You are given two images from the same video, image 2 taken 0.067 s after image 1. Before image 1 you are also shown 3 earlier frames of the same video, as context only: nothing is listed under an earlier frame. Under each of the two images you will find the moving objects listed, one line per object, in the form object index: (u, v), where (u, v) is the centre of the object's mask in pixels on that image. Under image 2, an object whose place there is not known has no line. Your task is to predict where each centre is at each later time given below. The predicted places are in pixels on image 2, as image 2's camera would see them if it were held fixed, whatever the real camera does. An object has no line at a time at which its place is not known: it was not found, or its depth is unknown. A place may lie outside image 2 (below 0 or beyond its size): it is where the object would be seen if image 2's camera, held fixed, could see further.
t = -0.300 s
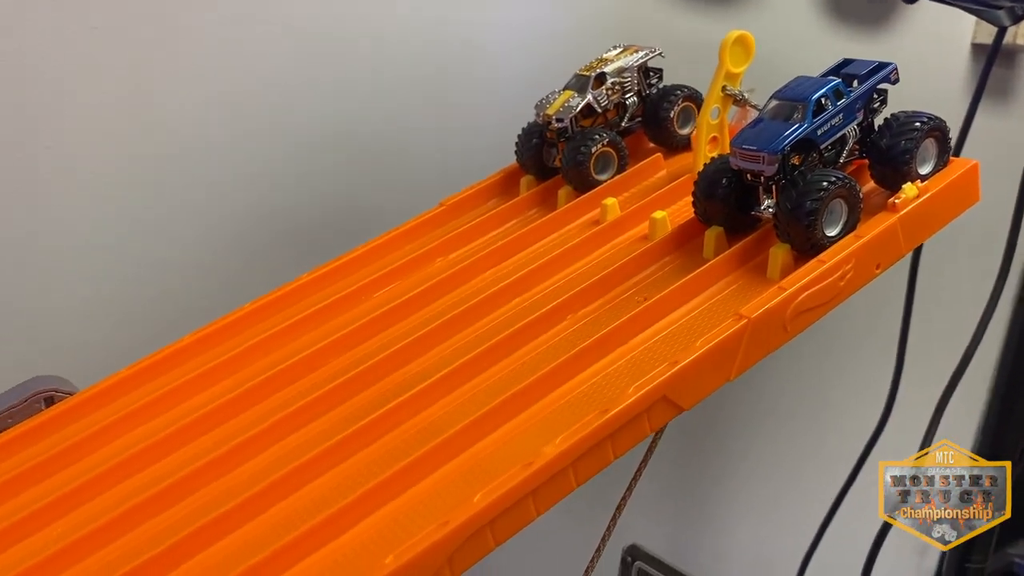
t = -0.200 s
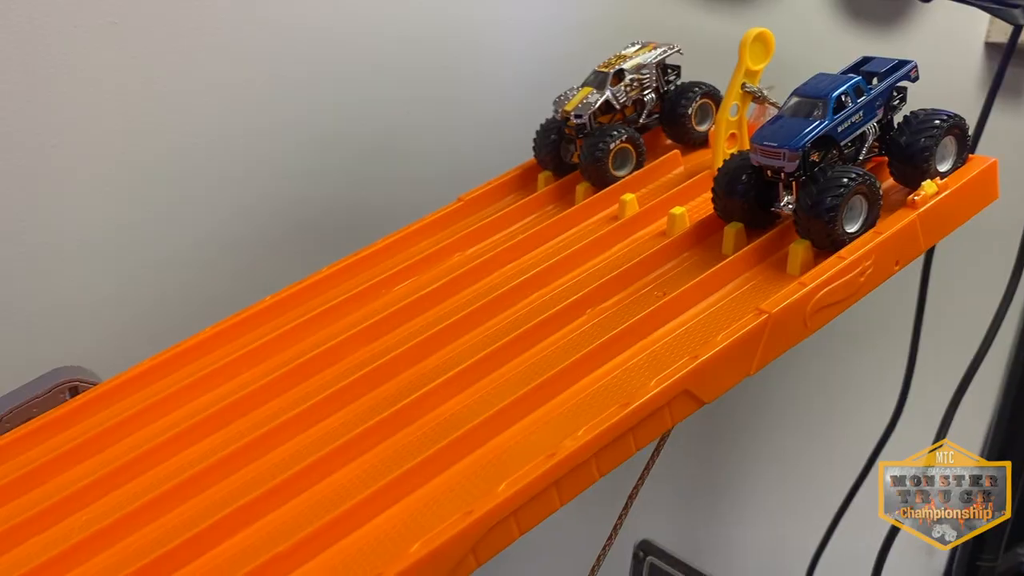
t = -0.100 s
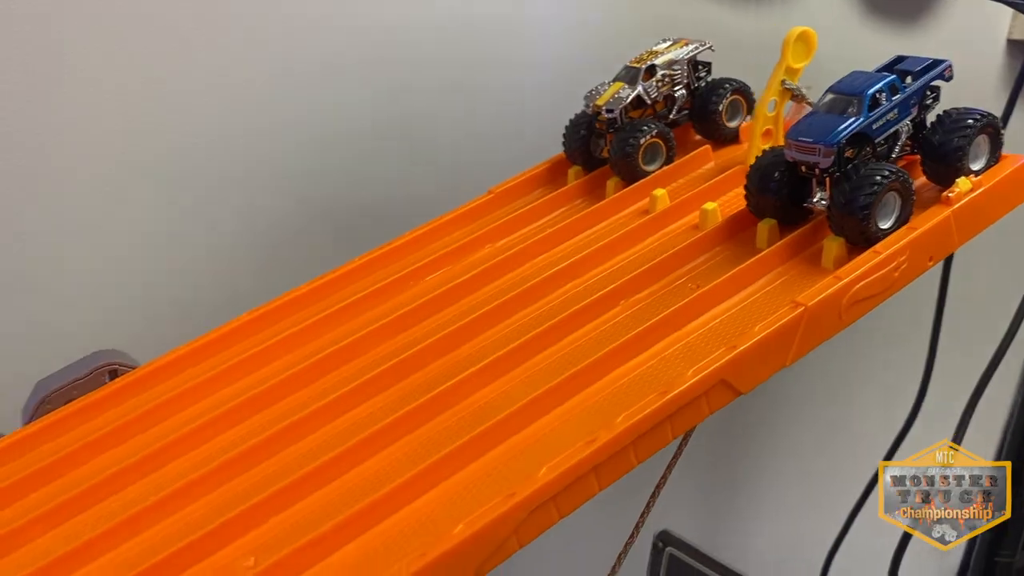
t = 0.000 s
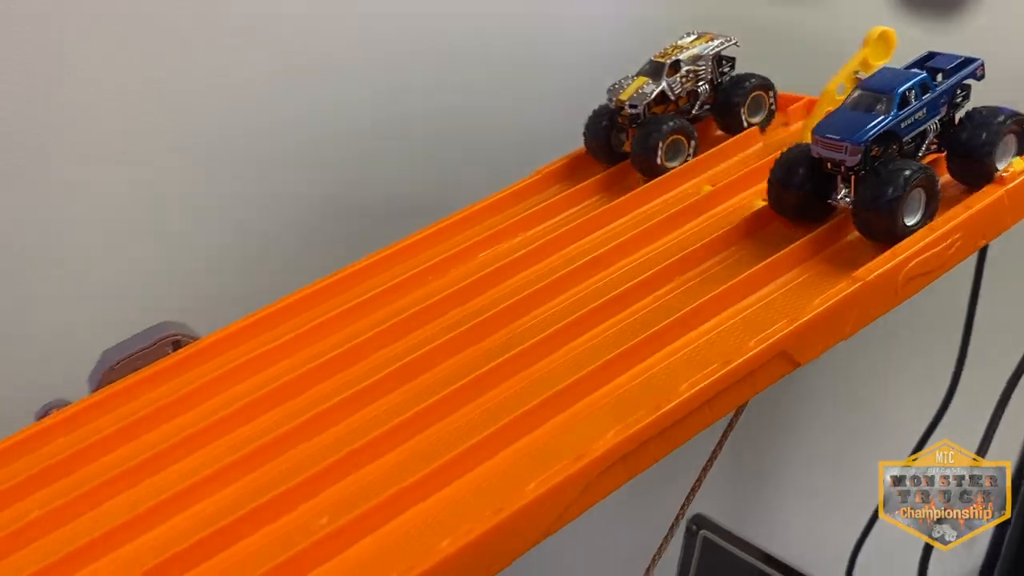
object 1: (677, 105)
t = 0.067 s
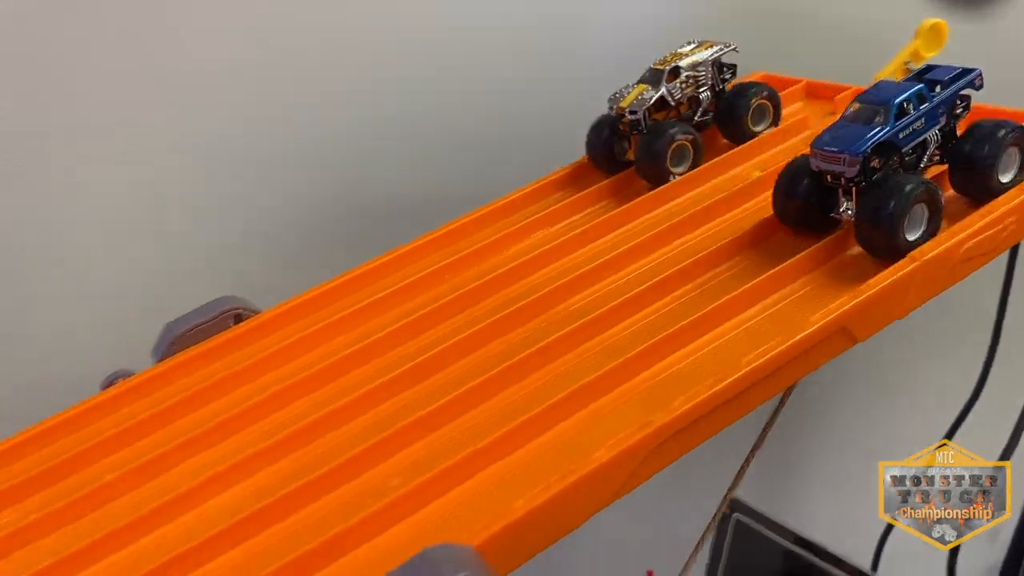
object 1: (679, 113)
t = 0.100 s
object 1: (680, 113)
